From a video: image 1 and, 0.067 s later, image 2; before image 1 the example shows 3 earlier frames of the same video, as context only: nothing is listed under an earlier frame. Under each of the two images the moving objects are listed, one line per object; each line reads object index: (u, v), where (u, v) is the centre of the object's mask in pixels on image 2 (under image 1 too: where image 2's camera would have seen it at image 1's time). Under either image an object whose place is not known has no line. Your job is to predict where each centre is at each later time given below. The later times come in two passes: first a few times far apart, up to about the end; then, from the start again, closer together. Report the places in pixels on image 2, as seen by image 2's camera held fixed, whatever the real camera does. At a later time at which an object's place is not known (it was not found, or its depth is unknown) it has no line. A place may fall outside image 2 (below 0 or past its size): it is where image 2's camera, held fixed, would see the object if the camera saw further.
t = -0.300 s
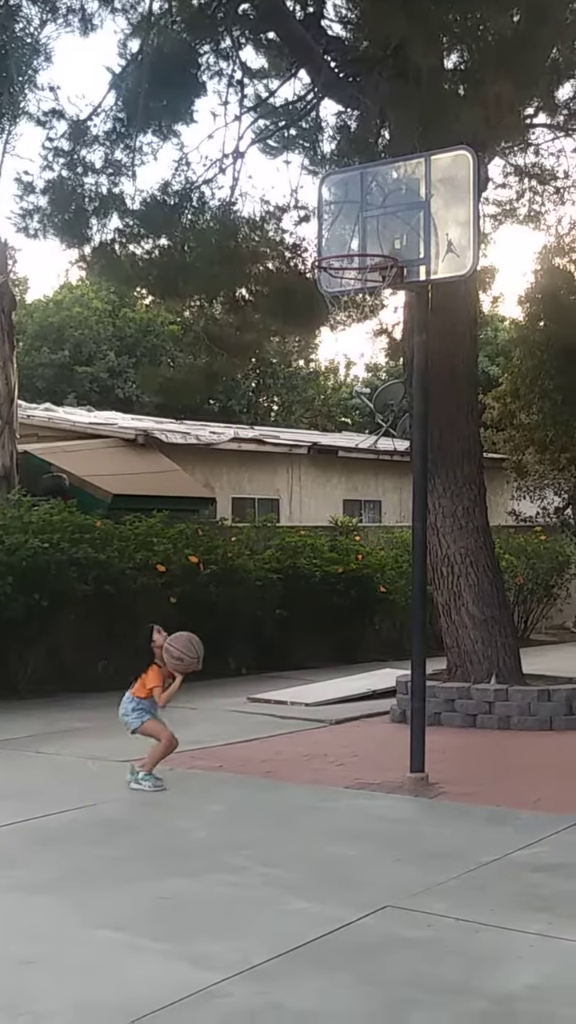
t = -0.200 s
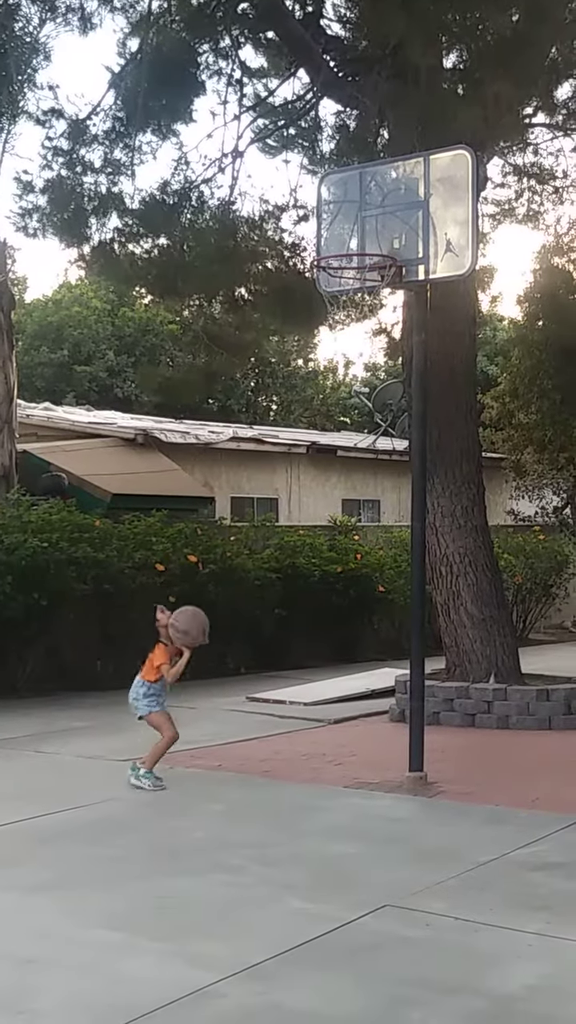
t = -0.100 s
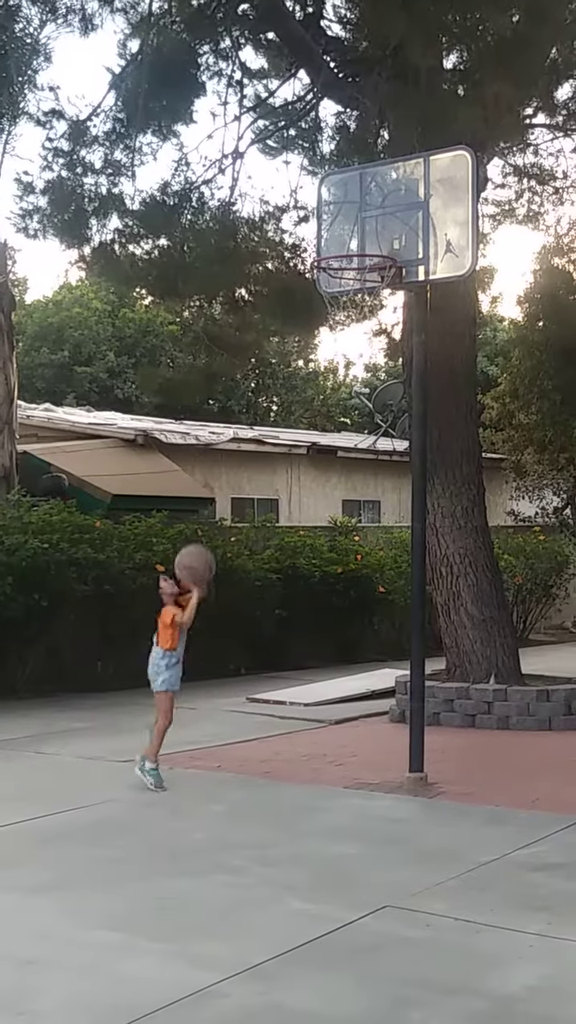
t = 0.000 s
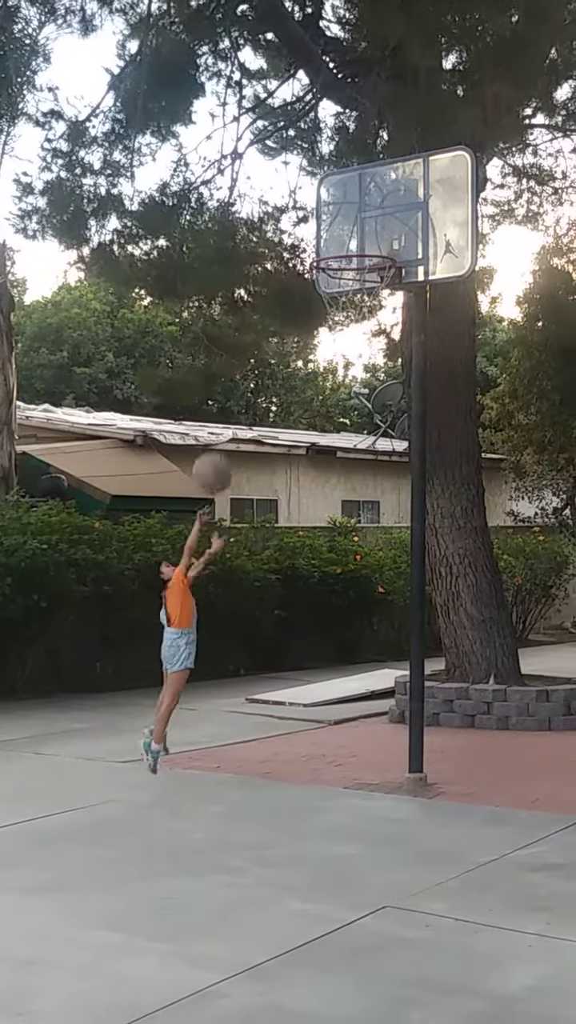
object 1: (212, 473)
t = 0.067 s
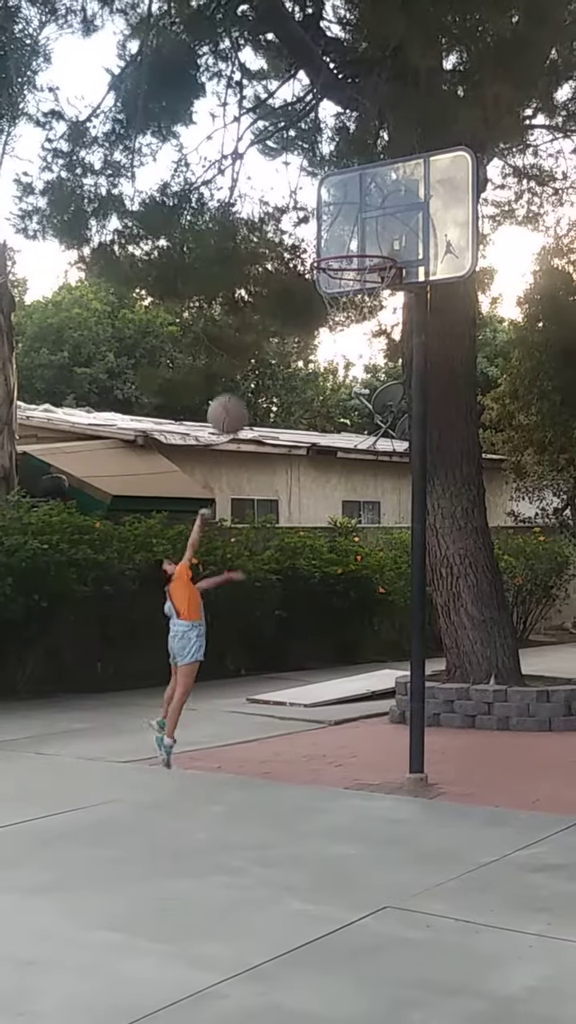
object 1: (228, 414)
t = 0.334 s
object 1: (287, 254)
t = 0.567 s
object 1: (343, 208)
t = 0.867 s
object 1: (404, 223)
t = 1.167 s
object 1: (429, 247)
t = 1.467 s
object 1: (455, 432)
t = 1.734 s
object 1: (477, 731)
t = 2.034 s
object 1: (494, 589)
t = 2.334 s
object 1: (507, 482)
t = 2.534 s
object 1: (517, 502)
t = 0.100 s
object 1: (234, 389)
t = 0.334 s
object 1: (287, 254)
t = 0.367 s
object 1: (295, 241)
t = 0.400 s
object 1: (303, 230)
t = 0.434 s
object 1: (311, 223)
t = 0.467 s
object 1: (319, 215)
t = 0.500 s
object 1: (327, 211)
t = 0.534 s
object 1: (334, 208)
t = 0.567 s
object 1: (343, 208)
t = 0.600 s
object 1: (351, 208)
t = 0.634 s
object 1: (359, 210)
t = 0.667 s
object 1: (368, 214)
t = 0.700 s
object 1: (376, 220)
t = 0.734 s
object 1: (383, 227)
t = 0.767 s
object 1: (391, 236)
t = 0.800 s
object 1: (396, 238)
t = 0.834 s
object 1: (399, 231)
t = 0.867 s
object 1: (404, 223)
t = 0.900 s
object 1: (405, 219)
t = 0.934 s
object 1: (408, 215)
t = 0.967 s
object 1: (412, 213)
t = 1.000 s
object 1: (415, 215)
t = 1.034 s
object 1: (418, 219)
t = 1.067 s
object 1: (420, 223)
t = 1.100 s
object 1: (423, 230)
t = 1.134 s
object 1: (426, 238)
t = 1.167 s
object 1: (429, 247)
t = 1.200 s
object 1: (432, 261)
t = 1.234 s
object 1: (435, 278)
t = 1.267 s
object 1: (437, 293)
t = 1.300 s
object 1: (442, 310)
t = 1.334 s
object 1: (444, 330)
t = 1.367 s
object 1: (447, 353)
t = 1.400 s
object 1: (449, 377)
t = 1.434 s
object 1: (452, 404)
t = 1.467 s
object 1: (455, 432)
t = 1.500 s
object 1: (458, 463)
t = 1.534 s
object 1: (461, 493)
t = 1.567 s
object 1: (464, 528)
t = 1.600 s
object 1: (466, 564)
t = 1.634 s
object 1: (470, 604)
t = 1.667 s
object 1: (472, 645)
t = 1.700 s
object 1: (473, 685)
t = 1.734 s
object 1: (477, 731)
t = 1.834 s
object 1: (485, 752)
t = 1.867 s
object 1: (484, 718)
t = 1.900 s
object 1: (486, 689)
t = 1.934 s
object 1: (489, 661)
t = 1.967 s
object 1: (491, 635)
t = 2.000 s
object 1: (493, 612)
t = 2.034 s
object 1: (494, 589)
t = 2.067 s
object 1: (497, 570)
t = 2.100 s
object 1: (497, 551)
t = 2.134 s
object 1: (498, 535)
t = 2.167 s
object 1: (500, 521)
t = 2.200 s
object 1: (503, 509)
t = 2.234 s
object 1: (503, 499)
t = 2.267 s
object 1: (504, 492)
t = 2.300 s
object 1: (506, 485)
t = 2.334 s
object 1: (507, 482)
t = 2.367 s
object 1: (509, 480)
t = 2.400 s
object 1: (510, 481)
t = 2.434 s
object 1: (512, 483)
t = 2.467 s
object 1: (514, 487)
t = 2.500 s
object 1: (516, 494)
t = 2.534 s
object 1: (517, 502)
